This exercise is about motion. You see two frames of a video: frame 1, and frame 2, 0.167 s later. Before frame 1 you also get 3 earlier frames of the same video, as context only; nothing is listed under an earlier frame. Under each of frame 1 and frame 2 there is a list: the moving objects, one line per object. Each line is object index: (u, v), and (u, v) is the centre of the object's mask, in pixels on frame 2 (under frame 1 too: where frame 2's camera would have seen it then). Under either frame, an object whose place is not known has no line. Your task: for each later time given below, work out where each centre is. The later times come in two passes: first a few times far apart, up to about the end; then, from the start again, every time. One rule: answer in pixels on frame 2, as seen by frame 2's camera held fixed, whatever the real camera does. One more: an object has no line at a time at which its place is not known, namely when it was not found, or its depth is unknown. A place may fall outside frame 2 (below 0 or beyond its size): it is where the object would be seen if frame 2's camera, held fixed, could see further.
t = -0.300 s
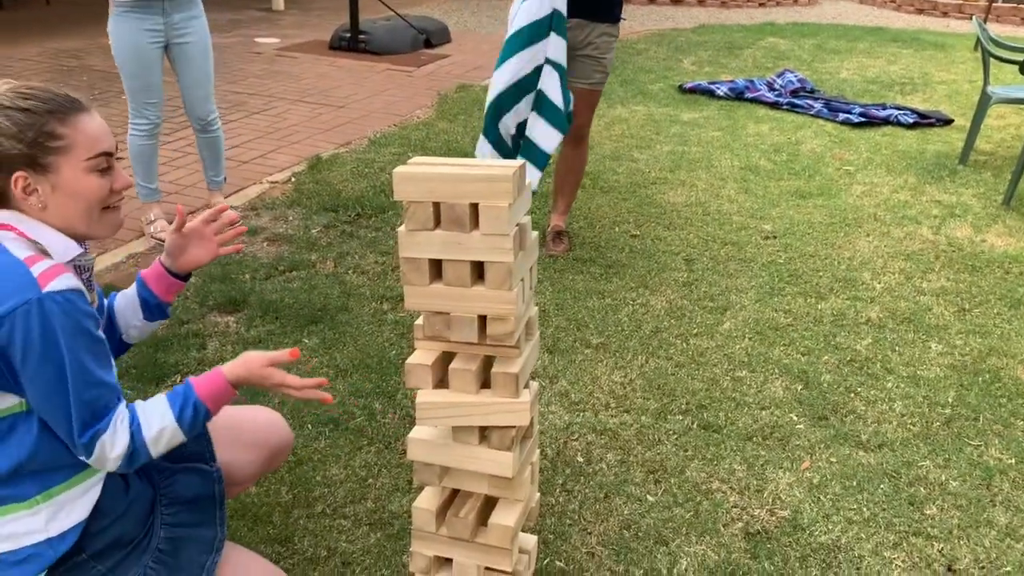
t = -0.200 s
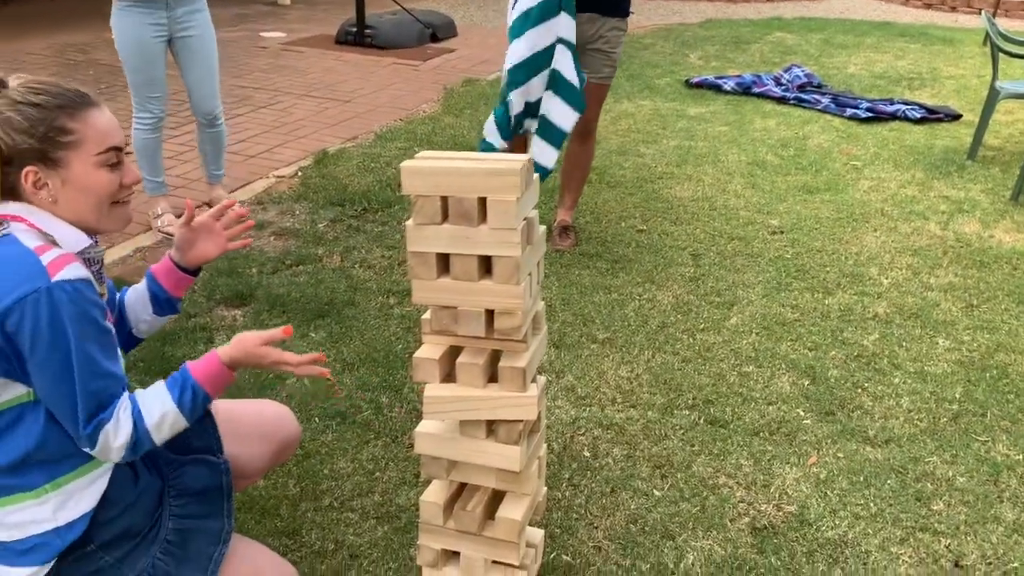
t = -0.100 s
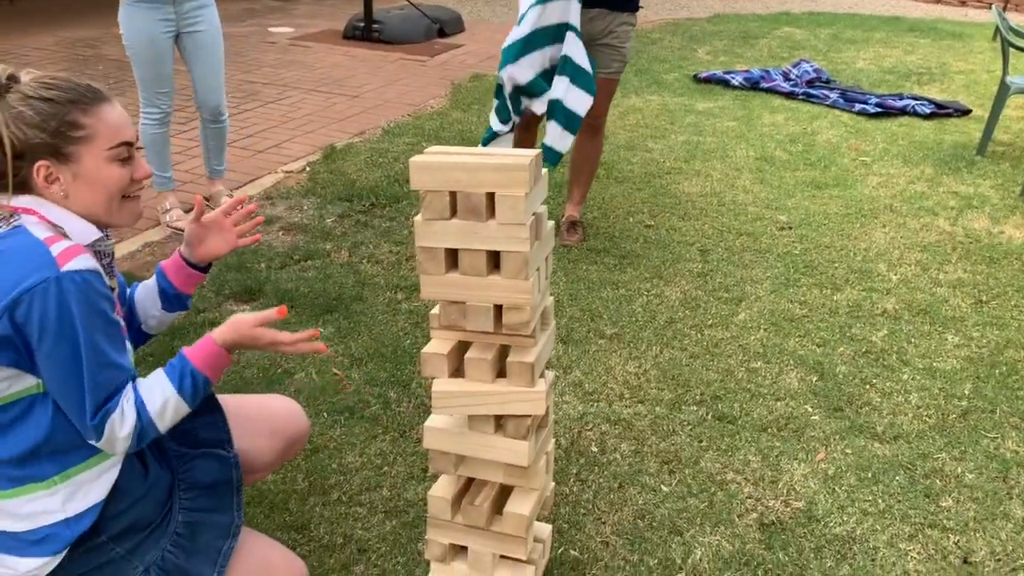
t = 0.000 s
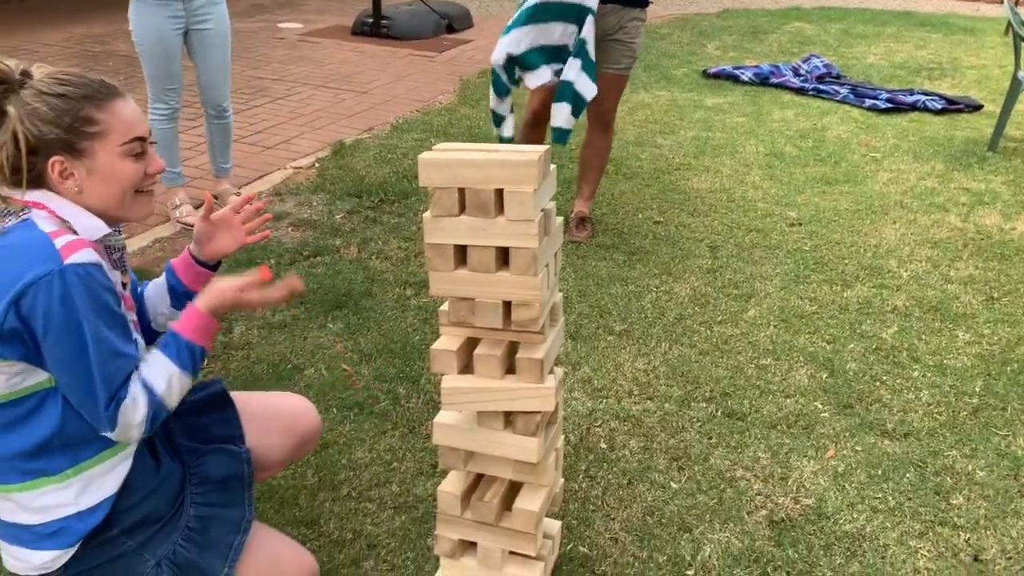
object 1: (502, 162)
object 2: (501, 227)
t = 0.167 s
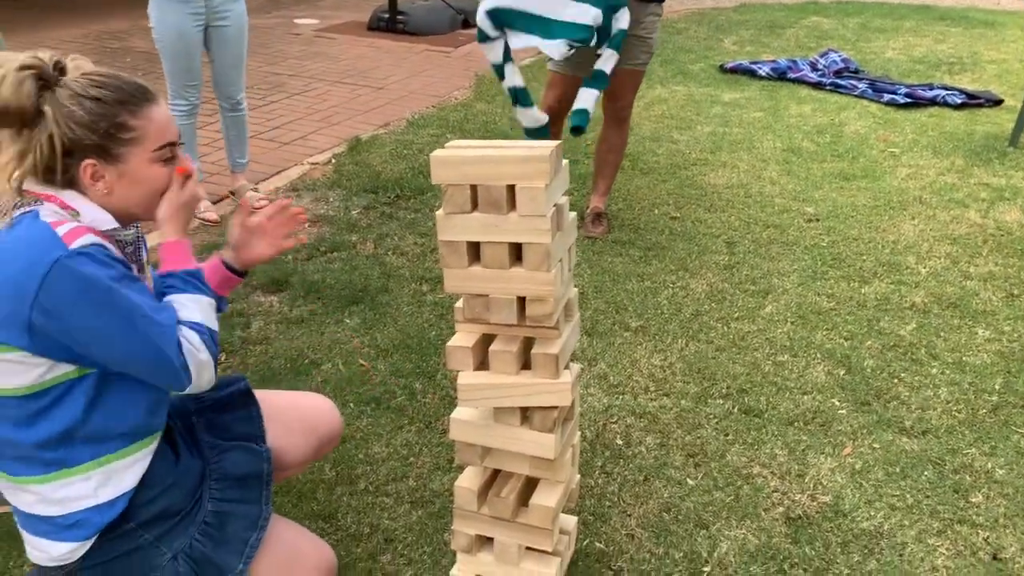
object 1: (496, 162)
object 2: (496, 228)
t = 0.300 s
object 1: (487, 162)
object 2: (489, 227)
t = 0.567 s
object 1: (431, 169)
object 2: (445, 230)
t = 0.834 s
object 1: (289, 303)
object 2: (333, 340)
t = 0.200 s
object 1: (495, 162)
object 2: (495, 227)
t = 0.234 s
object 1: (493, 162)
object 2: (493, 227)
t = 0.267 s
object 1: (490, 162)
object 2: (492, 227)
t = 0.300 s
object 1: (487, 162)
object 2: (489, 227)
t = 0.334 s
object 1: (483, 162)
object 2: (487, 227)
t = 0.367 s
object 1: (479, 162)
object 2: (483, 227)
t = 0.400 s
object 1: (474, 162)
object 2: (479, 227)
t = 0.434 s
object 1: (467, 163)
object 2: (474, 227)
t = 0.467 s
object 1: (461, 163)
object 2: (470, 227)
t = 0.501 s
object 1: (452, 165)
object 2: (463, 227)
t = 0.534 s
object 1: (442, 166)
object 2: (455, 228)
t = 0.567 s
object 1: (431, 169)
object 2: (445, 230)
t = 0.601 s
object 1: (416, 173)
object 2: (432, 233)
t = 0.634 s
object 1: (401, 180)
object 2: (422, 236)
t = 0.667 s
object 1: (384, 188)
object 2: (406, 243)
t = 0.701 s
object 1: (364, 201)
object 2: (392, 252)
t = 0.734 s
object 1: (343, 219)
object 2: (376, 267)
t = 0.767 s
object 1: (324, 242)
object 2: (361, 287)
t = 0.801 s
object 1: (306, 271)
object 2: (347, 312)
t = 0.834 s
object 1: (289, 303)
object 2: (333, 340)
